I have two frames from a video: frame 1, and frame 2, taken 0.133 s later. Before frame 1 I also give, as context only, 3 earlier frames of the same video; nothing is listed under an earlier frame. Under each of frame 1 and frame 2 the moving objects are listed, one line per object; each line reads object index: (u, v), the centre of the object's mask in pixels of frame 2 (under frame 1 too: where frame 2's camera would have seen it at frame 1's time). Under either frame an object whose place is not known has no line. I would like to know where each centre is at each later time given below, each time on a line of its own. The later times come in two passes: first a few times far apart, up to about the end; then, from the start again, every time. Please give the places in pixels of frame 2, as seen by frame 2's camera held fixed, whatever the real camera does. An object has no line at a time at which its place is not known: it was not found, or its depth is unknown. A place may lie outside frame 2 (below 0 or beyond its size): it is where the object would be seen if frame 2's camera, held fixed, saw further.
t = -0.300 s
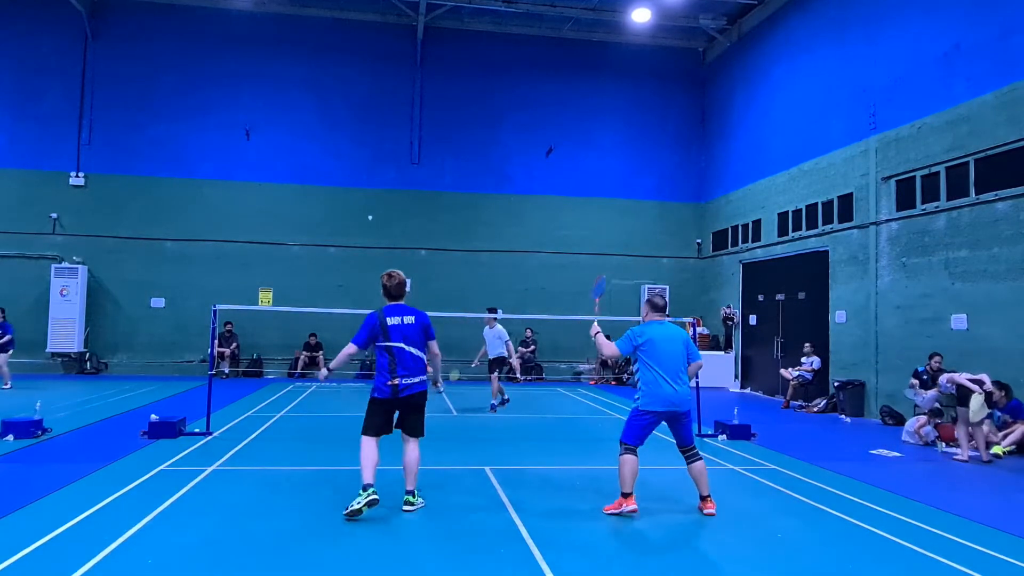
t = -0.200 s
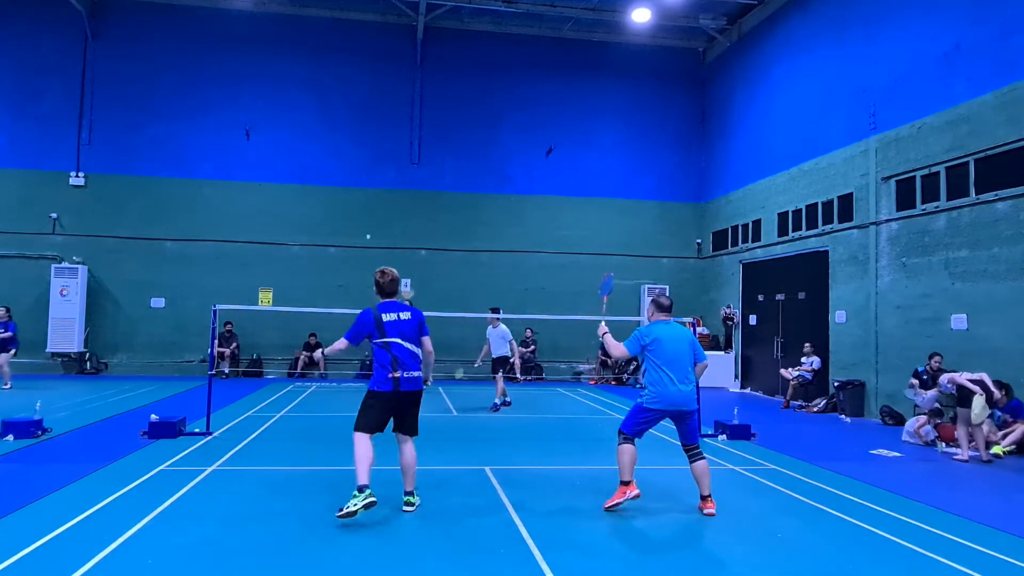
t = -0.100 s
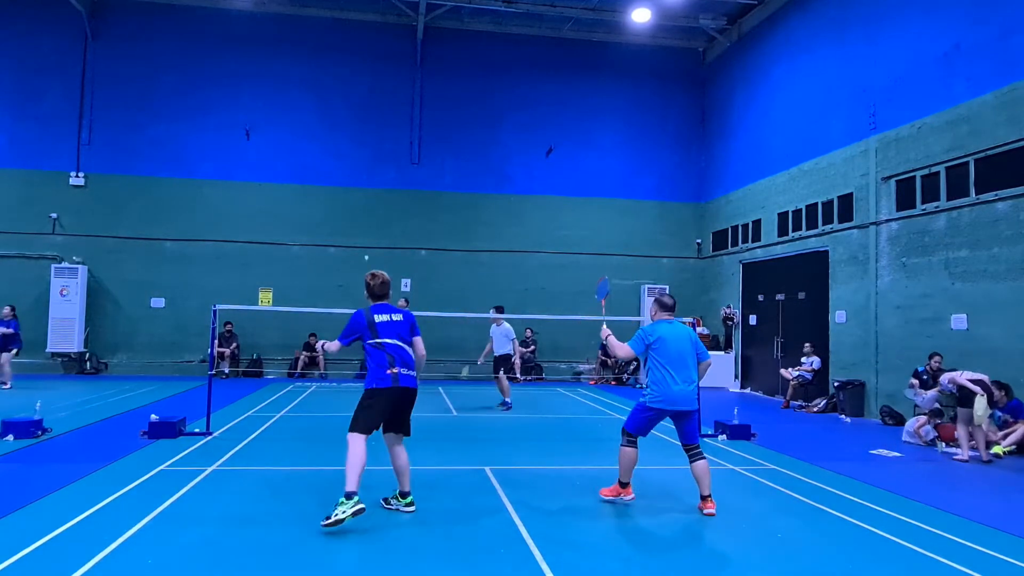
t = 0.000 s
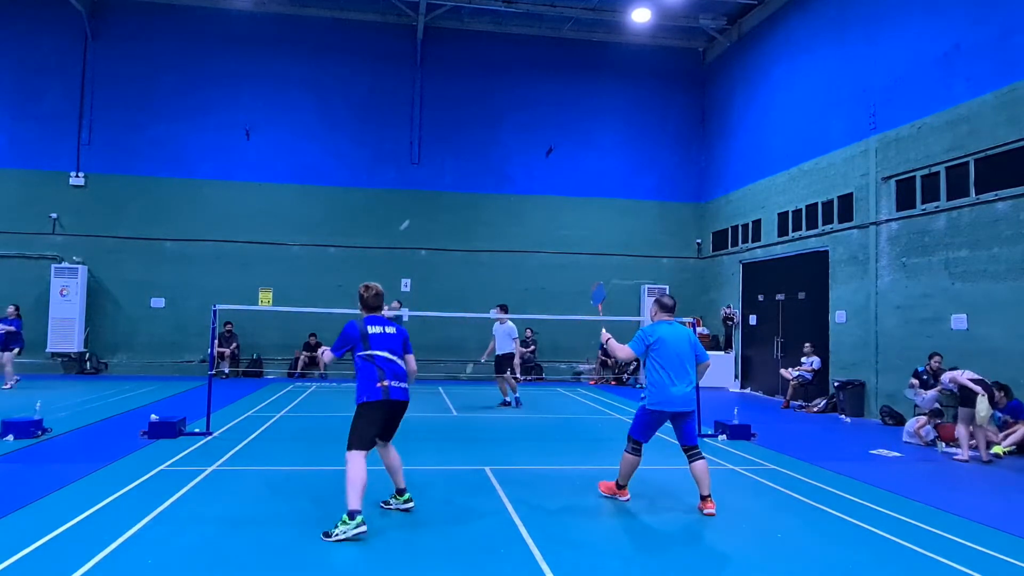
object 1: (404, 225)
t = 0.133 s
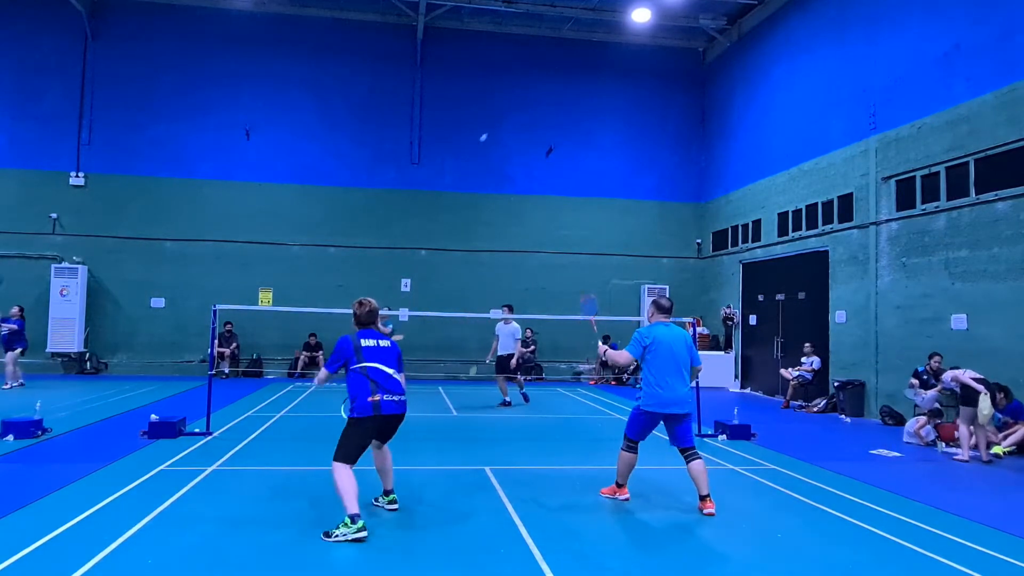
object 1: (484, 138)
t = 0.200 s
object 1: (513, 107)
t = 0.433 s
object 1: (599, 41)
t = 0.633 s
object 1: (661, 23)
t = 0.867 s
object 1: (725, 50)
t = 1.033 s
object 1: (766, 103)
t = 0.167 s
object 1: (499, 122)
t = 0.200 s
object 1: (513, 107)
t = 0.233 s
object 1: (527, 94)
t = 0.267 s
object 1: (540, 83)
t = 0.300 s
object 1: (553, 72)
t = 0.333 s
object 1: (565, 63)
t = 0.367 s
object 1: (577, 55)
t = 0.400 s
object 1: (588, 47)
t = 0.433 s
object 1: (599, 41)
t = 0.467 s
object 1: (610, 35)
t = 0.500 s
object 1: (621, 30)
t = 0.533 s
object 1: (631, 27)
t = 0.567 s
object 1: (640, 26)
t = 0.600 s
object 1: (651, 23)
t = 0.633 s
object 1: (661, 23)
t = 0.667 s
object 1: (671, 24)
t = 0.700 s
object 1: (680, 26)
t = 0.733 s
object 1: (689, 28)
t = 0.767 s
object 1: (699, 32)
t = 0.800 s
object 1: (708, 37)
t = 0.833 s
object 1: (717, 43)
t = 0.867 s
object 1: (725, 50)
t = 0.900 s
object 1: (734, 58)
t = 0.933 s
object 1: (742, 67)
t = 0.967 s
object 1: (750, 78)
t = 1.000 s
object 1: (759, 90)
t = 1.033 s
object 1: (766, 103)
